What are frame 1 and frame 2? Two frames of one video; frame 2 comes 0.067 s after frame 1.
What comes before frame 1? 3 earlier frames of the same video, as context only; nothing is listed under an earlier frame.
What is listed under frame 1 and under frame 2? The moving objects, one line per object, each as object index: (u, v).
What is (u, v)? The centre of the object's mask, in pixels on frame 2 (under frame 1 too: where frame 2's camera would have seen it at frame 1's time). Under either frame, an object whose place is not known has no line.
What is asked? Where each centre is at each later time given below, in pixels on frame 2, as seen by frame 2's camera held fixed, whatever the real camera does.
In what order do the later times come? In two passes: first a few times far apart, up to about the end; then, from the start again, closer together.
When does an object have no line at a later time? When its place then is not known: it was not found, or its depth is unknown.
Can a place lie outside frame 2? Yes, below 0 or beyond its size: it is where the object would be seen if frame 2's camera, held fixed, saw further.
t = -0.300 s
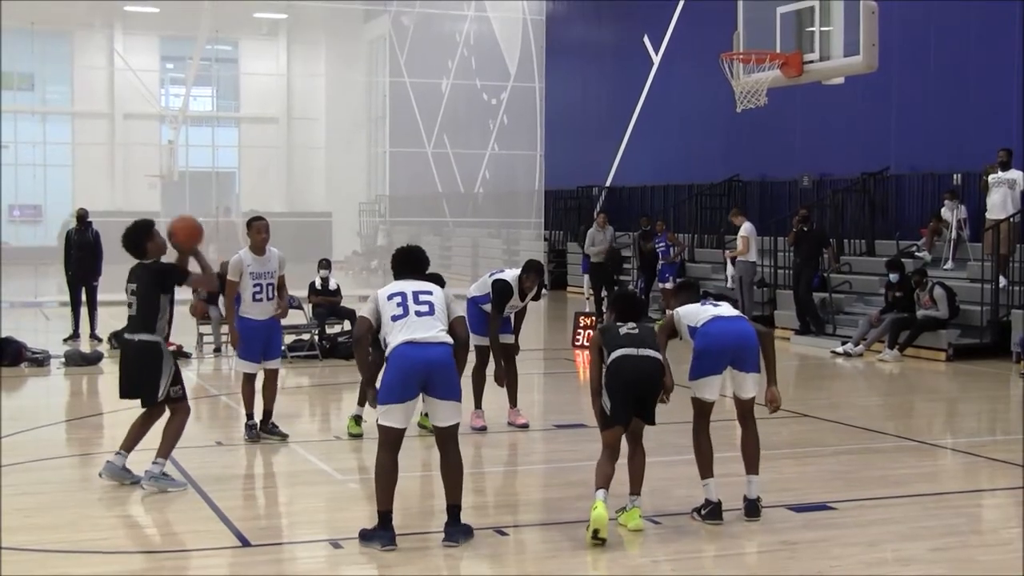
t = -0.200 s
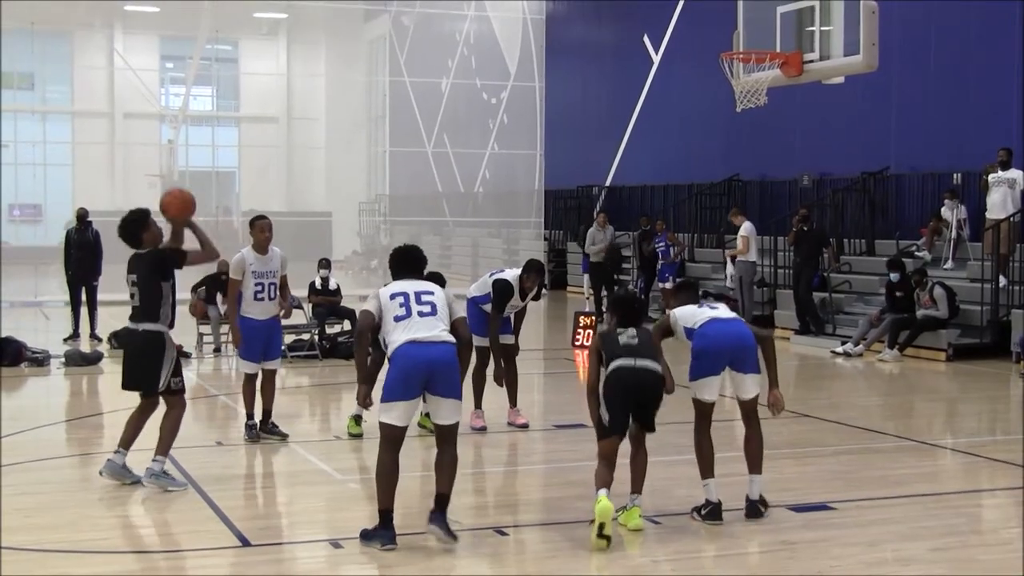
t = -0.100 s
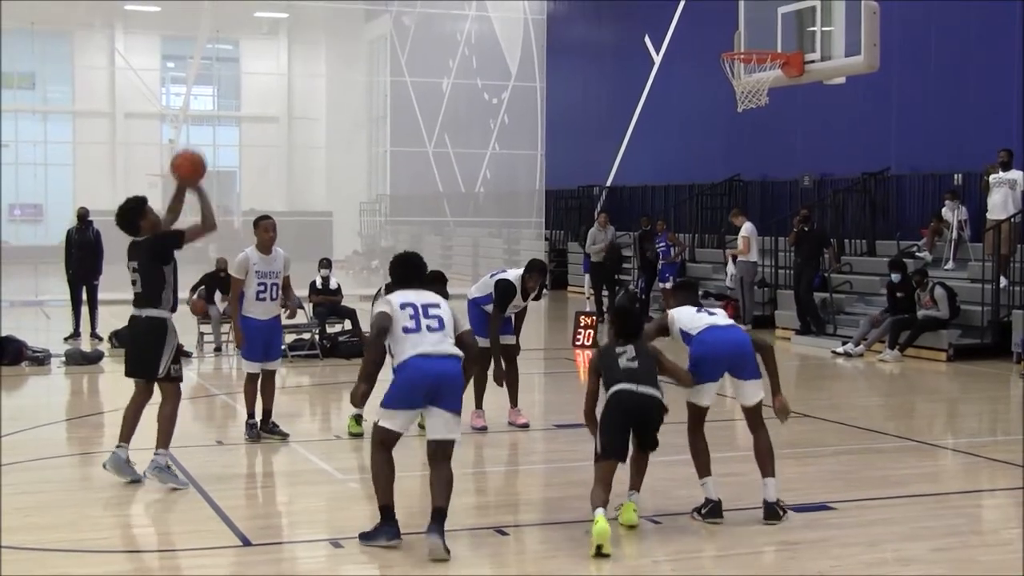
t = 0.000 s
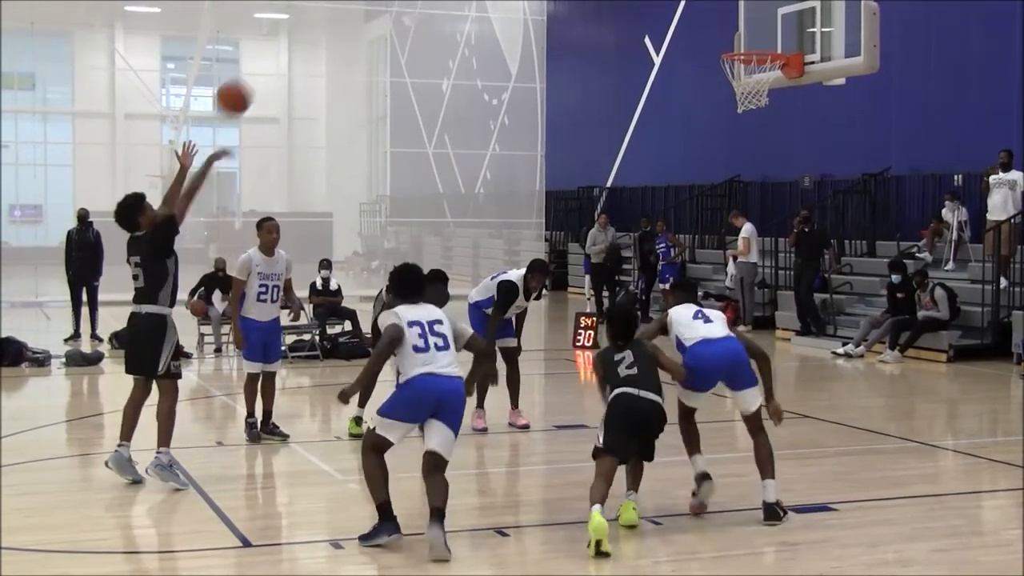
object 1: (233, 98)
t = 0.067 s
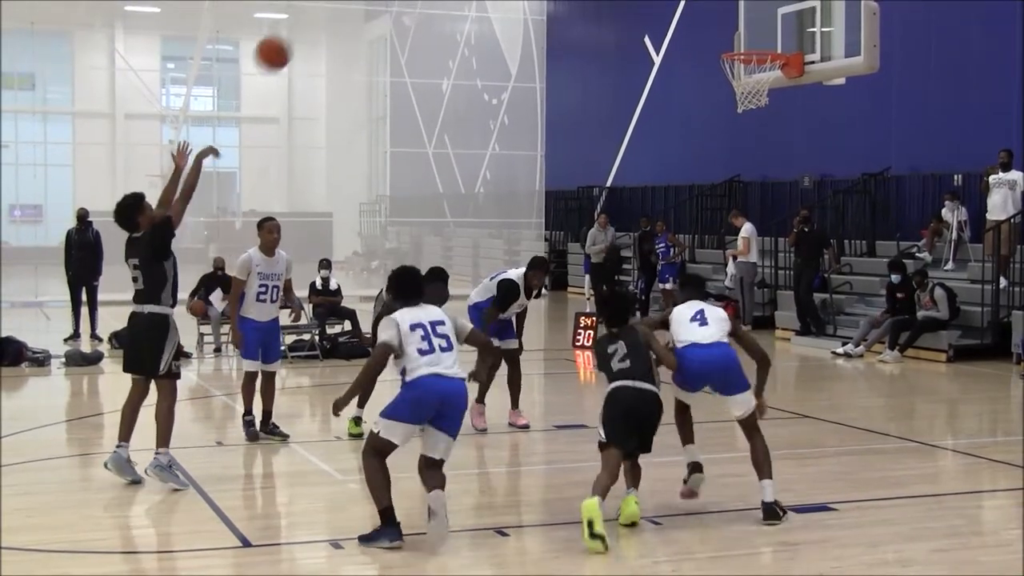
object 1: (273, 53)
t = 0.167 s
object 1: (332, 6)
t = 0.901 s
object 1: (715, 17)
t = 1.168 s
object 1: (778, 82)
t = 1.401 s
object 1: (750, 101)
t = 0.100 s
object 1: (292, 33)
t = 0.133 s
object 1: (312, 16)
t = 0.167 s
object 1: (332, 6)
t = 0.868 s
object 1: (700, 7)
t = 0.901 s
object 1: (715, 17)
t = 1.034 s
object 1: (771, 74)
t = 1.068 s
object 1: (778, 81)
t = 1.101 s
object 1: (783, 83)
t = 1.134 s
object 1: (780, 83)
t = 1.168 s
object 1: (778, 82)
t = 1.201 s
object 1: (780, 86)
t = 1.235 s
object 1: (773, 82)
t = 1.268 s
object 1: (771, 86)
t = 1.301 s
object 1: (764, 86)
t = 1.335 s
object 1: (758, 88)
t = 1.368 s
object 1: (754, 94)
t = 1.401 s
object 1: (750, 101)
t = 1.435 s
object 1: (746, 111)
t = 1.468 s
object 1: (741, 120)
